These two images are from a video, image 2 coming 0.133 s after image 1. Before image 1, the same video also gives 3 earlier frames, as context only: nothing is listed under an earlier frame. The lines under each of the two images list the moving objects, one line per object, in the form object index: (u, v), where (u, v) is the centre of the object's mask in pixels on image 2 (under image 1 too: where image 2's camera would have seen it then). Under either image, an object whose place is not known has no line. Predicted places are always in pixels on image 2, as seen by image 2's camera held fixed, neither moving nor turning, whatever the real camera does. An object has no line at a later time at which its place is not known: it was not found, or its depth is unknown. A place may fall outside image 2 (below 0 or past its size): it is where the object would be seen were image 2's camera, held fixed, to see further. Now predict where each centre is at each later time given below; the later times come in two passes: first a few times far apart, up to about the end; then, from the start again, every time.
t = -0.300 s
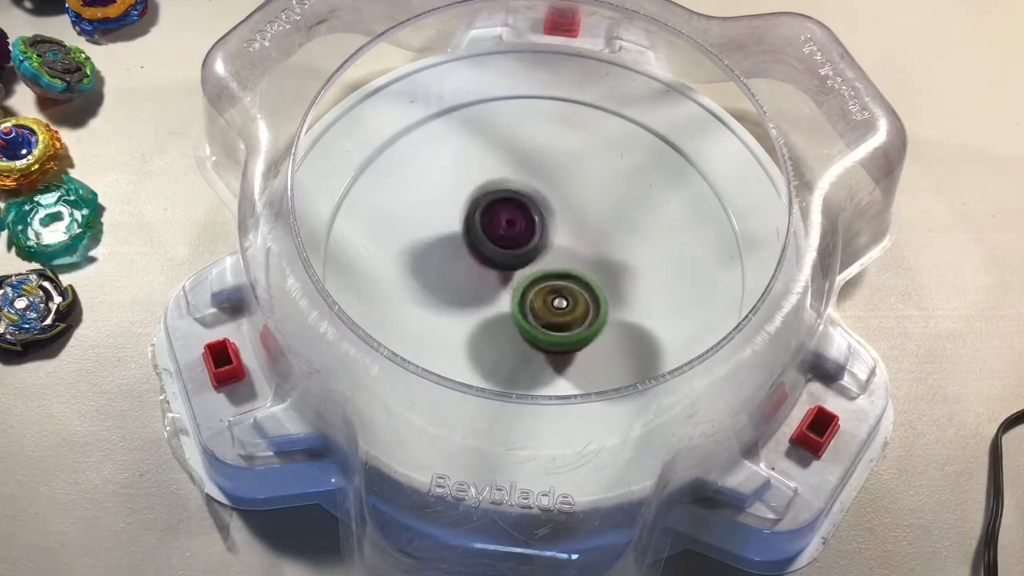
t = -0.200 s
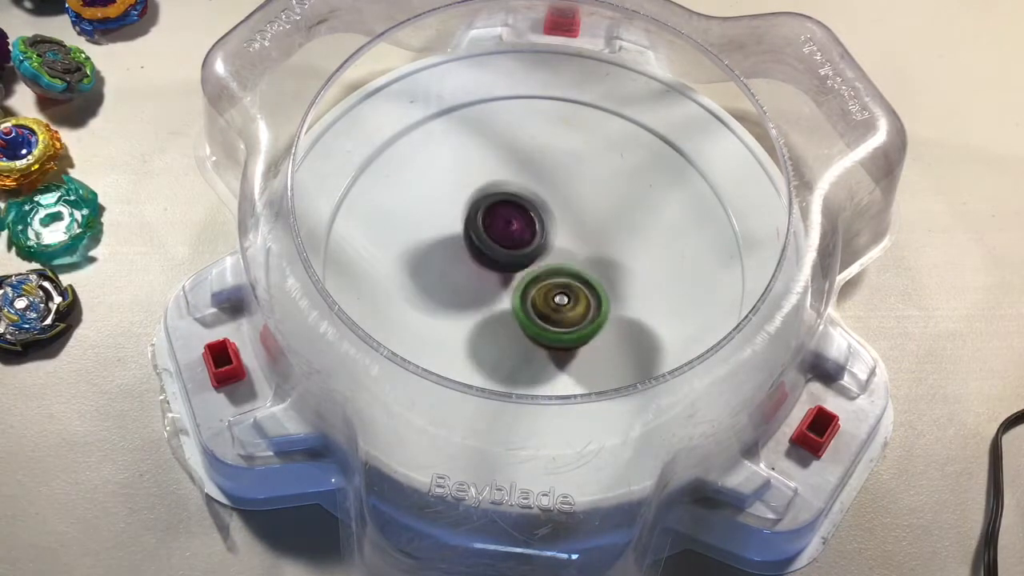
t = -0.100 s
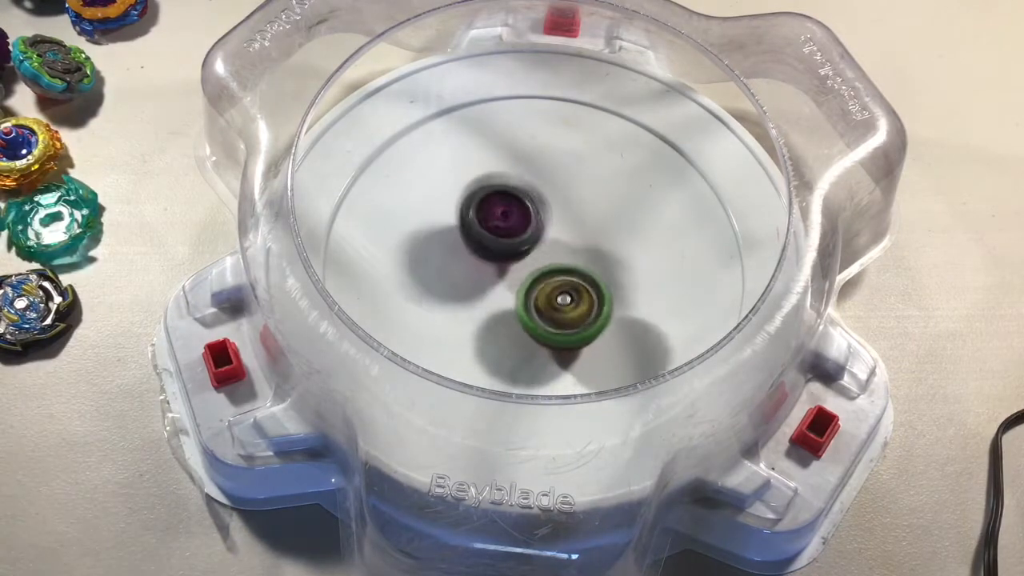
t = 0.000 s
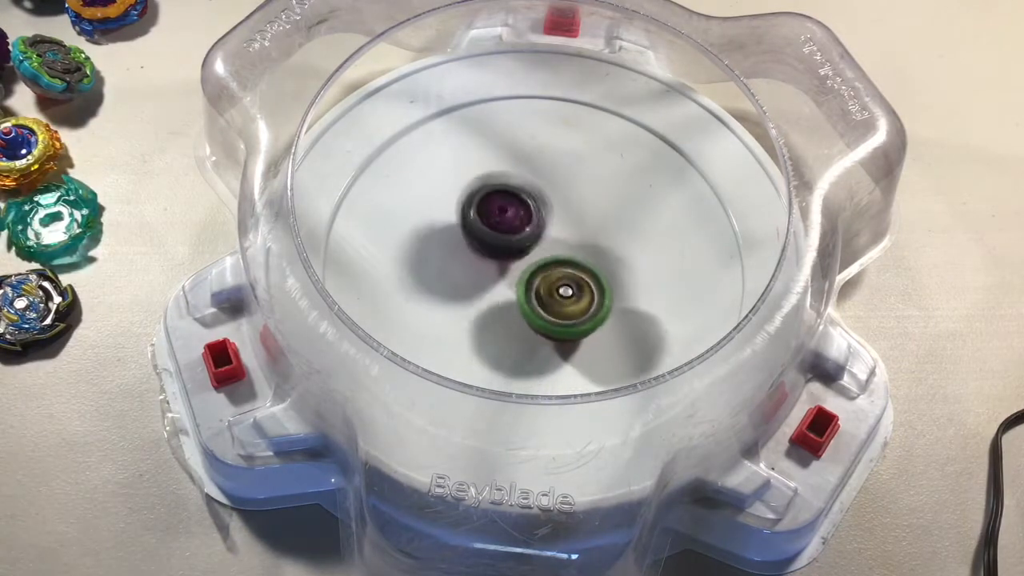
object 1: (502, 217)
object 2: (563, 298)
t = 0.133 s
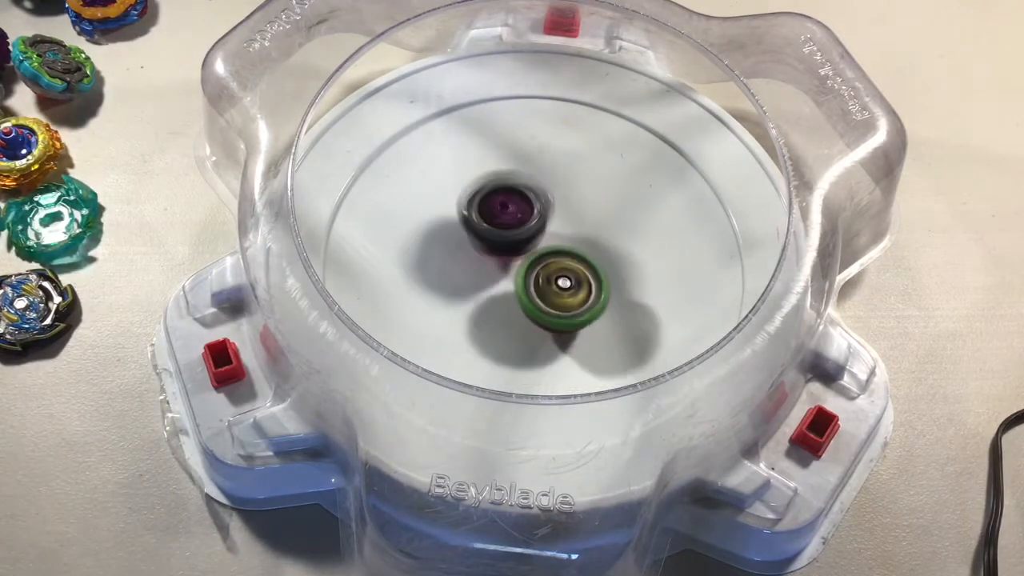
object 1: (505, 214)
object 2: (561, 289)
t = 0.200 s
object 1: (511, 213)
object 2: (562, 286)
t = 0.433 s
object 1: (531, 194)
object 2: (573, 287)
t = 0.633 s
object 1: (545, 198)
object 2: (570, 286)
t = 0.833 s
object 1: (551, 198)
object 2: (562, 283)
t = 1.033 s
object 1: (563, 196)
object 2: (550, 291)
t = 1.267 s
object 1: (569, 206)
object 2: (537, 287)
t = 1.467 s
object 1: (564, 200)
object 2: (538, 287)
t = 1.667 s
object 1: (542, 197)
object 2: (546, 291)
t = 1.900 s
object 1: (516, 210)
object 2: (548, 304)
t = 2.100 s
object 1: (518, 219)
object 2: (543, 311)
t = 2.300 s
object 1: (534, 214)
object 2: (548, 299)
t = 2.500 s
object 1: (540, 180)
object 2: (553, 311)
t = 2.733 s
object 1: (536, 193)
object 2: (562, 301)
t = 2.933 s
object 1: (519, 212)
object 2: (576, 307)
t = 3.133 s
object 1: (527, 223)
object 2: (574, 305)
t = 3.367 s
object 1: (523, 223)
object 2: (574, 299)
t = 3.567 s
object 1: (520, 219)
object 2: (588, 289)
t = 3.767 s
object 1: (514, 225)
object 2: (589, 293)
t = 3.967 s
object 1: (504, 241)
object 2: (585, 292)
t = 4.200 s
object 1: (479, 240)
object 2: (614, 296)
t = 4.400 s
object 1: (512, 245)
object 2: (591, 277)
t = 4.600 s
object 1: (509, 246)
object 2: (597, 273)
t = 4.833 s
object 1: (516, 239)
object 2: (612, 256)
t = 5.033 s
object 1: (519, 244)
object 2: (604, 245)
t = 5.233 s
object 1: (519, 244)
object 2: (606, 252)
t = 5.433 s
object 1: (519, 244)
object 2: (606, 250)
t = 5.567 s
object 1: (519, 244)
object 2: (605, 248)
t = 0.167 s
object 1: (508, 213)
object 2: (561, 287)
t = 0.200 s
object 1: (511, 213)
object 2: (562, 286)
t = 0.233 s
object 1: (515, 211)
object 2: (562, 284)
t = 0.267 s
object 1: (517, 208)
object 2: (565, 286)
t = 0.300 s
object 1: (521, 202)
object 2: (568, 288)
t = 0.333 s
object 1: (526, 198)
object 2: (571, 290)
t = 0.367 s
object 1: (528, 196)
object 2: (572, 289)
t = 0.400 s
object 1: (531, 194)
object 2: (573, 288)
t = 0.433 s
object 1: (531, 194)
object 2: (573, 287)
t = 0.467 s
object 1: (532, 195)
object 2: (573, 288)
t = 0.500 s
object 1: (534, 197)
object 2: (572, 287)
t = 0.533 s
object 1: (538, 199)
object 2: (572, 287)
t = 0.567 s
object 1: (541, 199)
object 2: (571, 286)
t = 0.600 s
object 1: (544, 200)
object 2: (570, 285)
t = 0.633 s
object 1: (545, 198)
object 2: (570, 286)
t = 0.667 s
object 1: (544, 198)
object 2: (570, 287)
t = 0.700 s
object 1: (545, 198)
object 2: (568, 285)
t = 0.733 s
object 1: (547, 198)
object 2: (567, 284)
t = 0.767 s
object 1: (548, 199)
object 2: (566, 282)
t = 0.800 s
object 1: (550, 198)
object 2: (565, 280)
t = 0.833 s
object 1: (551, 198)
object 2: (562, 283)
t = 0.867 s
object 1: (552, 197)
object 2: (560, 283)
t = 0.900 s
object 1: (554, 198)
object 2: (559, 283)
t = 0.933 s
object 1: (556, 198)
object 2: (557, 285)
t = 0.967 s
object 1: (558, 199)
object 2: (556, 285)
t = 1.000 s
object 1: (560, 200)
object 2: (554, 286)
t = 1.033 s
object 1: (563, 196)
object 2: (550, 291)
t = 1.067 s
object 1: (567, 194)
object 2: (546, 294)
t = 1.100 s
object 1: (568, 194)
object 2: (545, 294)
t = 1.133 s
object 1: (567, 196)
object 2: (543, 293)
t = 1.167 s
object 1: (567, 198)
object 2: (541, 292)
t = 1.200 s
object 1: (566, 201)
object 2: (540, 292)
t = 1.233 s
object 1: (568, 204)
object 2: (537, 289)
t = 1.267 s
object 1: (569, 206)
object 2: (537, 287)
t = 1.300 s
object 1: (570, 206)
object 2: (536, 286)
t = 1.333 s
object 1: (570, 208)
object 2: (536, 285)
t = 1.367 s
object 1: (569, 205)
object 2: (537, 286)
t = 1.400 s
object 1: (568, 203)
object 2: (538, 288)
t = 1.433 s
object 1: (565, 201)
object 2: (539, 288)
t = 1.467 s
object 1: (564, 200)
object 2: (538, 287)
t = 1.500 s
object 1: (560, 197)
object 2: (539, 290)
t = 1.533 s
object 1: (558, 194)
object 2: (539, 291)
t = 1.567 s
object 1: (554, 194)
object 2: (542, 291)
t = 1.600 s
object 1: (551, 194)
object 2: (545, 292)
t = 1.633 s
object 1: (546, 196)
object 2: (544, 292)
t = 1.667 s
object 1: (542, 197)
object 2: (546, 291)
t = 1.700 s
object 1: (537, 201)
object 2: (547, 291)
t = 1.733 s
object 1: (532, 201)
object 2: (547, 293)
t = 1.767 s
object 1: (524, 200)
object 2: (548, 301)
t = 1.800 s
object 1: (520, 200)
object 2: (548, 302)
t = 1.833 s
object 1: (519, 201)
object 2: (549, 303)
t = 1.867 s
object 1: (516, 206)
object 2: (549, 304)
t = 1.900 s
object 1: (516, 210)
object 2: (548, 304)
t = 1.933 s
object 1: (516, 214)
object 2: (547, 304)
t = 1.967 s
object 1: (516, 219)
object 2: (544, 302)
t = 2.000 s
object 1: (515, 224)
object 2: (545, 304)
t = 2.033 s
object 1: (515, 219)
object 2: (546, 311)
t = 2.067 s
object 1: (516, 219)
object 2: (545, 312)
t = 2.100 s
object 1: (518, 219)
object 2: (543, 311)
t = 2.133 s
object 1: (518, 217)
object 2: (543, 309)
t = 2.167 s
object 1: (522, 218)
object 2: (544, 307)
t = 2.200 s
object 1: (525, 217)
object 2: (545, 306)
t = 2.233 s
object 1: (528, 217)
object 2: (545, 304)
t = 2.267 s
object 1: (532, 215)
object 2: (547, 301)
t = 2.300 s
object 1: (534, 214)
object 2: (548, 299)
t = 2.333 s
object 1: (535, 212)
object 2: (548, 307)
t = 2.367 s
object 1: (534, 204)
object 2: (546, 309)
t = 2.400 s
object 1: (536, 199)
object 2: (550, 311)
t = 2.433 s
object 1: (539, 193)
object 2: (551, 312)
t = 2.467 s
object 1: (539, 185)
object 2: (551, 311)
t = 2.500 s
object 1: (540, 180)
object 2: (553, 311)
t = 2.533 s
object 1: (539, 178)
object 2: (555, 310)
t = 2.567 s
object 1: (538, 178)
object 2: (557, 309)
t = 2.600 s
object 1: (537, 179)
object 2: (559, 308)
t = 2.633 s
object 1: (537, 180)
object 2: (559, 308)
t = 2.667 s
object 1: (537, 185)
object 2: (558, 307)
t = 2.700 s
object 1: (536, 187)
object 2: (560, 303)
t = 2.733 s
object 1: (536, 193)
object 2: (562, 301)
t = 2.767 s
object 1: (536, 198)
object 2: (564, 299)
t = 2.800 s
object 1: (533, 204)
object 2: (566, 297)
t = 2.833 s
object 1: (532, 211)
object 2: (568, 299)
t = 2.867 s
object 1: (530, 214)
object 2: (569, 300)
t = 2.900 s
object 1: (523, 212)
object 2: (573, 305)
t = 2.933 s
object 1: (519, 212)
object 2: (576, 307)
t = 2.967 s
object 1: (518, 215)
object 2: (578, 309)
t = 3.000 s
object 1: (517, 216)
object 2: (579, 310)
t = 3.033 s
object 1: (520, 220)
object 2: (578, 309)
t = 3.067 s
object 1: (522, 222)
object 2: (578, 309)
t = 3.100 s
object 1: (523, 223)
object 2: (576, 308)
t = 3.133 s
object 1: (527, 223)
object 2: (574, 305)
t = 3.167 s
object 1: (528, 225)
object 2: (571, 302)
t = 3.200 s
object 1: (526, 225)
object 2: (573, 305)
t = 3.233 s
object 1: (524, 224)
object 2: (574, 305)
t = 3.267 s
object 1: (524, 223)
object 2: (571, 304)
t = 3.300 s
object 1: (522, 222)
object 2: (571, 302)
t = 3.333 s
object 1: (523, 223)
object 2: (572, 301)
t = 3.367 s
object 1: (523, 223)
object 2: (574, 299)
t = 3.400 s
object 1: (519, 224)
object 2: (578, 301)
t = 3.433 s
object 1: (519, 221)
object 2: (578, 300)
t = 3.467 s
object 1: (522, 217)
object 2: (580, 295)
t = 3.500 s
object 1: (522, 215)
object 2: (581, 291)
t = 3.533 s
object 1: (522, 216)
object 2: (583, 289)
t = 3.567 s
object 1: (520, 219)
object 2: (588, 289)
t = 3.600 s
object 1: (513, 218)
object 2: (599, 293)
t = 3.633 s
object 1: (509, 221)
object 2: (599, 296)
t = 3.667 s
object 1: (509, 224)
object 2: (597, 298)
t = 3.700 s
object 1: (509, 225)
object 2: (593, 297)
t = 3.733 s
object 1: (510, 227)
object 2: (590, 295)
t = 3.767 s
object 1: (514, 225)
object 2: (589, 293)
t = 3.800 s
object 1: (516, 229)
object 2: (587, 291)
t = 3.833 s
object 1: (515, 231)
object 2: (587, 289)
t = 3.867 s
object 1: (514, 233)
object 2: (588, 288)
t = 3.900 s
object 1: (510, 234)
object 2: (590, 291)
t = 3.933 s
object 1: (505, 237)
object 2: (588, 291)
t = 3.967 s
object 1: (504, 241)
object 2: (585, 292)
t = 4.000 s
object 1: (496, 244)
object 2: (595, 298)
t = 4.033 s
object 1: (489, 244)
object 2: (604, 301)
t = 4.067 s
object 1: (485, 238)
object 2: (609, 301)
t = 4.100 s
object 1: (480, 235)
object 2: (613, 302)
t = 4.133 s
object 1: (476, 235)
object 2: (615, 299)
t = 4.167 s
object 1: (477, 237)
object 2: (617, 297)
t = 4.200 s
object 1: (479, 240)
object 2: (614, 296)
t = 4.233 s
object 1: (483, 242)
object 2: (614, 292)
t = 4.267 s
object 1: (488, 243)
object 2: (611, 290)
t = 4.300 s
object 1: (493, 244)
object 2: (605, 285)
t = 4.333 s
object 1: (500, 244)
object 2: (599, 283)
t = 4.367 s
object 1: (508, 246)
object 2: (592, 281)
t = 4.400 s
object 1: (512, 245)
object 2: (591, 277)
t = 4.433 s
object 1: (512, 244)
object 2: (594, 276)
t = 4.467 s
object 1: (509, 242)
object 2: (595, 277)
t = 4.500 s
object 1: (508, 240)
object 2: (596, 274)
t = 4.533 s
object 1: (509, 241)
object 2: (595, 271)
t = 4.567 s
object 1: (508, 245)
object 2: (595, 272)
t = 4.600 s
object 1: (509, 246)
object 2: (597, 273)
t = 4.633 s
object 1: (513, 244)
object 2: (602, 271)
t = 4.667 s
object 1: (514, 240)
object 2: (607, 268)
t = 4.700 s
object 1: (514, 237)
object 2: (611, 266)
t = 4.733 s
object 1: (513, 234)
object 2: (612, 263)
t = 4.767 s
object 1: (514, 235)
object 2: (612, 260)
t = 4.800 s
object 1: (515, 238)
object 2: (612, 258)
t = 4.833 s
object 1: (516, 239)
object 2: (612, 256)
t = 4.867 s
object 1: (518, 241)
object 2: (612, 254)
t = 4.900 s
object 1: (520, 242)
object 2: (611, 251)
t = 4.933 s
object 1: (521, 242)
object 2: (608, 249)
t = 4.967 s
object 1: (521, 243)
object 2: (606, 247)
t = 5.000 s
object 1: (520, 244)
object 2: (604, 245)
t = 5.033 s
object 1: (519, 244)
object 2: (604, 245)
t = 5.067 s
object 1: (518, 243)
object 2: (604, 246)
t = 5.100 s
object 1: (519, 243)
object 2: (605, 248)
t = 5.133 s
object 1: (519, 244)
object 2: (606, 249)
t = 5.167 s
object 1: (519, 244)
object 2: (606, 250)
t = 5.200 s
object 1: (519, 244)
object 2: (606, 251)
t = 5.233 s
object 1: (519, 244)
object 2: (606, 252)
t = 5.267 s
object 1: (519, 244)
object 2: (607, 253)
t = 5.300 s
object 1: (519, 244)
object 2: (607, 253)
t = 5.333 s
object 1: (519, 244)
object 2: (607, 253)
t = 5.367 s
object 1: (519, 244)
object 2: (606, 252)
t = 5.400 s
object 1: (519, 244)
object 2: (606, 251)
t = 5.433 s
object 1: (519, 244)
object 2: (606, 250)
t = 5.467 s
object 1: (519, 244)
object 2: (606, 249)
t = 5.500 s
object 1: (519, 244)
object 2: (605, 248)
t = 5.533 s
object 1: (519, 244)
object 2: (605, 248)
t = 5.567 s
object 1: (519, 244)
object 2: (605, 248)
